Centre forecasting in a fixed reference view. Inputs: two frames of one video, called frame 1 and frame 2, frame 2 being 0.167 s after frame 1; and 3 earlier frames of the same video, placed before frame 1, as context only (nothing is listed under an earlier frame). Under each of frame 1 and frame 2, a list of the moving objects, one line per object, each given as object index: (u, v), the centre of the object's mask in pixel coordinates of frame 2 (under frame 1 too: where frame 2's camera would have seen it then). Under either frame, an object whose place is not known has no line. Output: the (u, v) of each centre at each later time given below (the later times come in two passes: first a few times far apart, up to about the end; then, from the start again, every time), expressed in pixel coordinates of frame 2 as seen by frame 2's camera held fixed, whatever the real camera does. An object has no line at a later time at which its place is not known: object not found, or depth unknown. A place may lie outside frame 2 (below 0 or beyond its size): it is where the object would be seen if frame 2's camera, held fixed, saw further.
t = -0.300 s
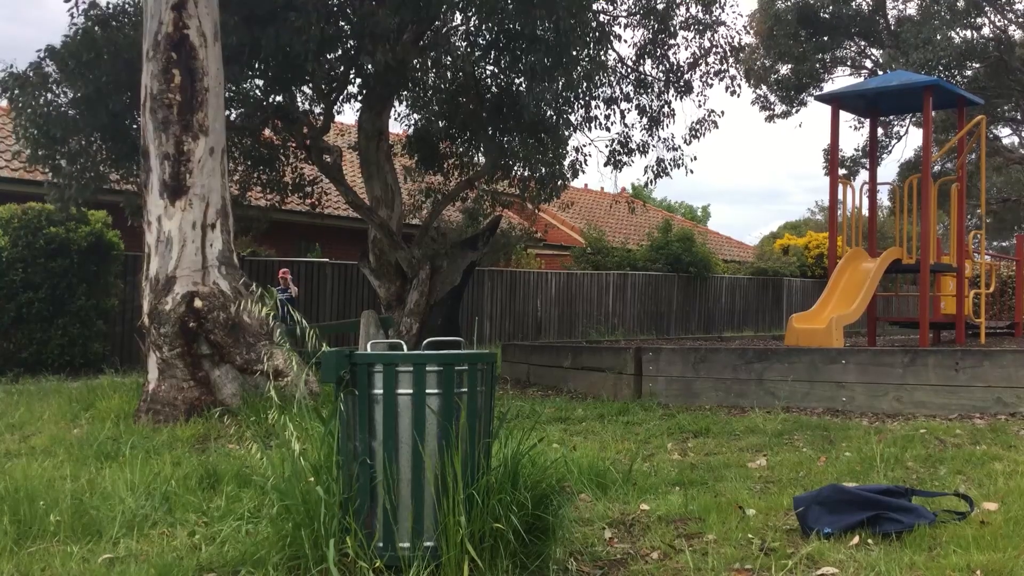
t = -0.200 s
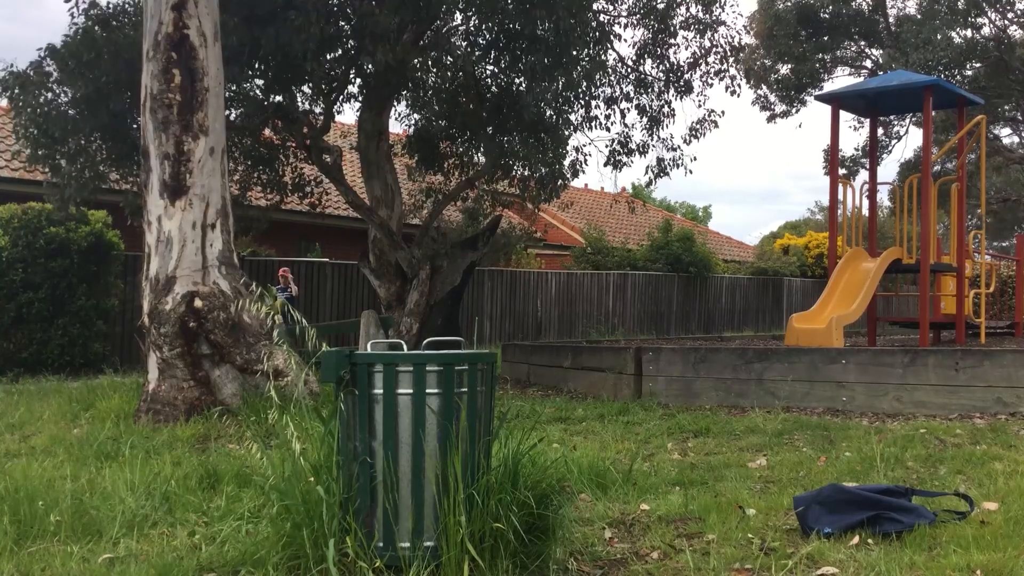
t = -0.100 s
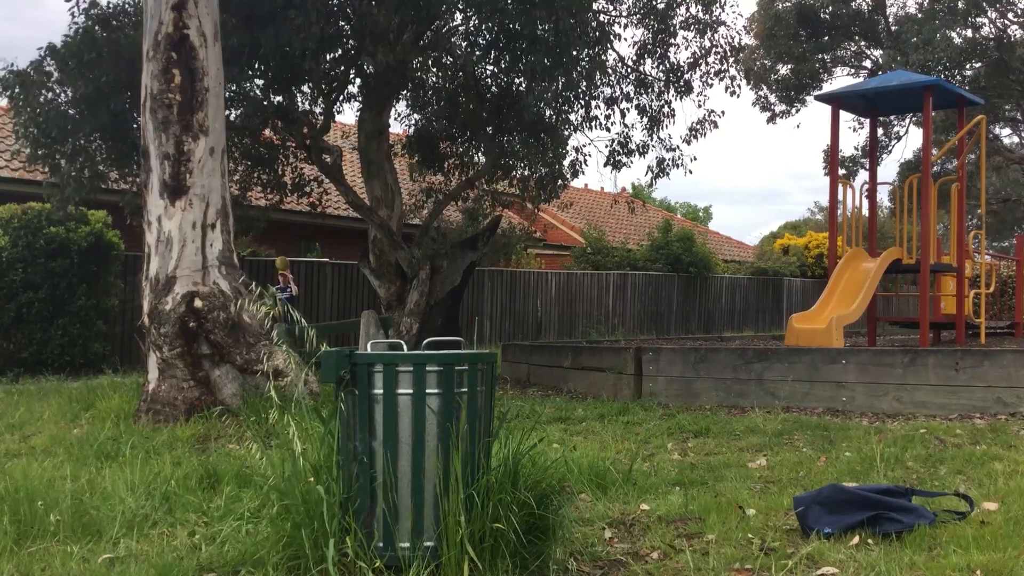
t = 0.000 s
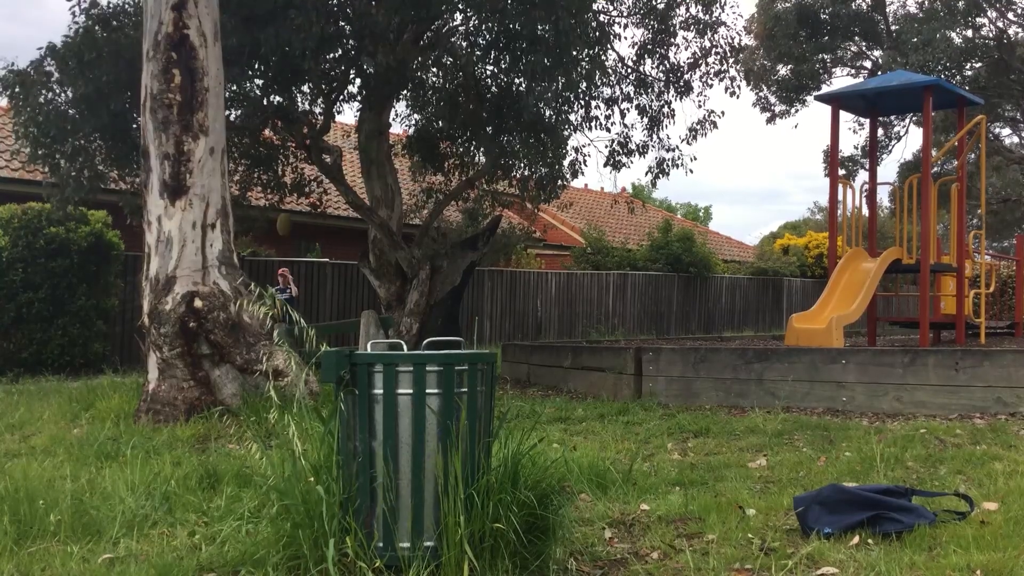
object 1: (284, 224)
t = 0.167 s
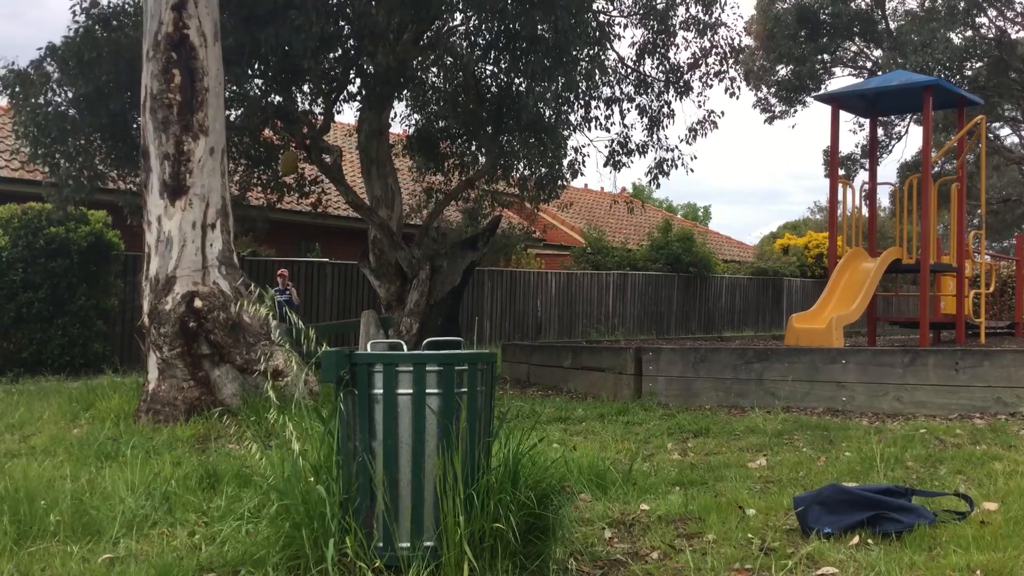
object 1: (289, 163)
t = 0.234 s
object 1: (290, 141)
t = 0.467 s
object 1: (303, 86)
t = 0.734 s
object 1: (326, 93)
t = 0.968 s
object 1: (367, 271)
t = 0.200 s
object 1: (290, 152)
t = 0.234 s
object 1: (290, 141)
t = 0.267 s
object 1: (291, 131)
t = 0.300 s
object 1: (293, 122)
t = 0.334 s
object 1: (295, 114)
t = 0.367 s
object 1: (296, 106)
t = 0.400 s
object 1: (298, 98)
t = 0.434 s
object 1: (301, 92)
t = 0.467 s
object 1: (303, 86)
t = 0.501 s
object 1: (305, 82)
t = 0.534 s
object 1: (308, 78)
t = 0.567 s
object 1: (311, 76)
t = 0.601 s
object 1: (313, 75)
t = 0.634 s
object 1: (316, 77)
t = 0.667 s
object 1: (319, 80)
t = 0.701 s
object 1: (322, 86)
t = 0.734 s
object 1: (326, 93)
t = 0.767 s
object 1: (330, 103)
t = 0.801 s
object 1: (334, 117)
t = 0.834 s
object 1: (340, 136)
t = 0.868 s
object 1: (346, 159)
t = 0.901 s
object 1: (352, 188)
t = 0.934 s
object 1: (359, 224)
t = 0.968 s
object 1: (367, 271)
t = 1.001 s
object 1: (376, 323)
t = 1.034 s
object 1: (406, 346)
